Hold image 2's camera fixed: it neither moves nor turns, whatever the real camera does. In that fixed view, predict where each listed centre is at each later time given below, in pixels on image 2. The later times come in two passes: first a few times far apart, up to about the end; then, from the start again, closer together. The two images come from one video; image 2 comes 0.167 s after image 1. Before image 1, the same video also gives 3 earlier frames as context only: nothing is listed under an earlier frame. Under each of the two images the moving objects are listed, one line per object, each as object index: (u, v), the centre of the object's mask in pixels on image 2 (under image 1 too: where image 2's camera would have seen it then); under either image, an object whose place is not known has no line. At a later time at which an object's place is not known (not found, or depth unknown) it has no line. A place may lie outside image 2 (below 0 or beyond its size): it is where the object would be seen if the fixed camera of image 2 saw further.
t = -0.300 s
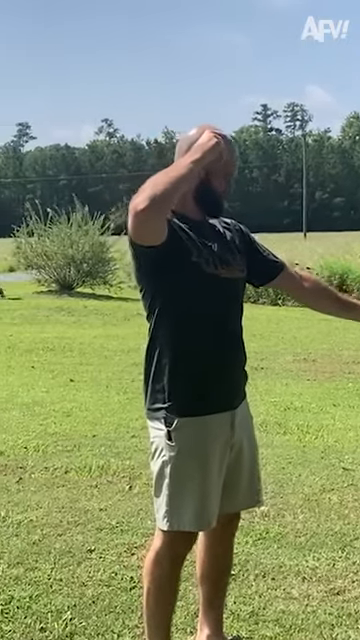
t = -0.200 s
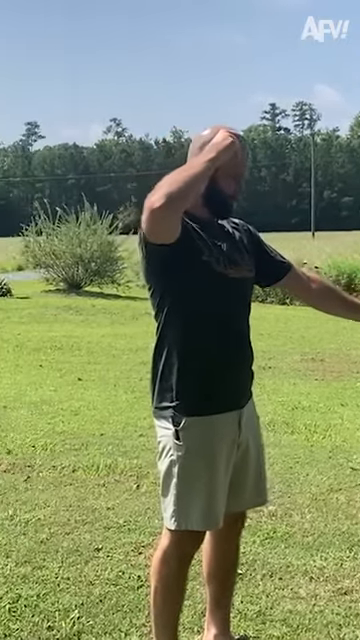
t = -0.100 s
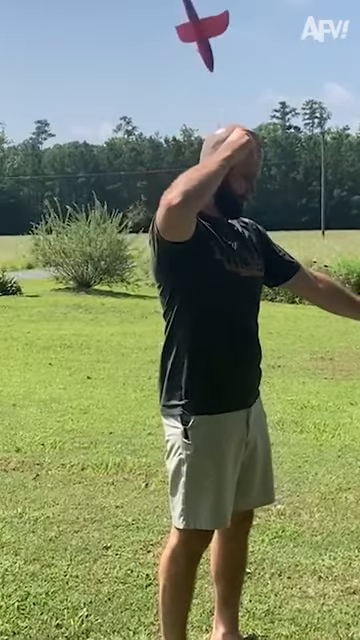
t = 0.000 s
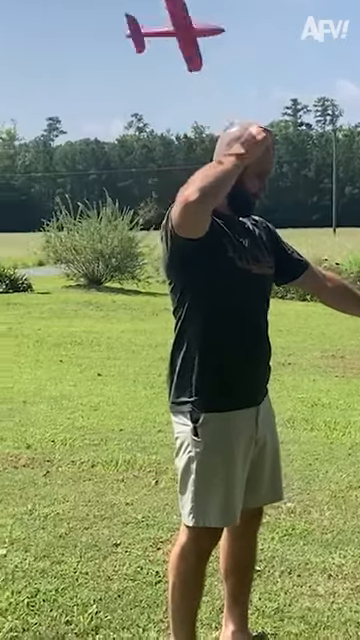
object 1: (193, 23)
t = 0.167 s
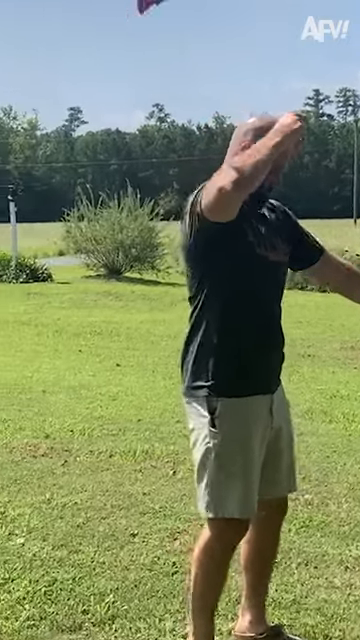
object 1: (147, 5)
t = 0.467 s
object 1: (-4, 79)
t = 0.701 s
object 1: (10, 234)
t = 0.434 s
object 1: (7, 64)
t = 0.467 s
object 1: (-4, 79)
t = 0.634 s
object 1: (4, 188)
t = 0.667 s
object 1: (6, 210)
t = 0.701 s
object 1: (10, 234)
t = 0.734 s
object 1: (18, 266)
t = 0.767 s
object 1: (24, 294)
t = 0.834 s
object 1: (32, 347)
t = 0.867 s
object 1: (35, 377)
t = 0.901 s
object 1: (36, 410)
